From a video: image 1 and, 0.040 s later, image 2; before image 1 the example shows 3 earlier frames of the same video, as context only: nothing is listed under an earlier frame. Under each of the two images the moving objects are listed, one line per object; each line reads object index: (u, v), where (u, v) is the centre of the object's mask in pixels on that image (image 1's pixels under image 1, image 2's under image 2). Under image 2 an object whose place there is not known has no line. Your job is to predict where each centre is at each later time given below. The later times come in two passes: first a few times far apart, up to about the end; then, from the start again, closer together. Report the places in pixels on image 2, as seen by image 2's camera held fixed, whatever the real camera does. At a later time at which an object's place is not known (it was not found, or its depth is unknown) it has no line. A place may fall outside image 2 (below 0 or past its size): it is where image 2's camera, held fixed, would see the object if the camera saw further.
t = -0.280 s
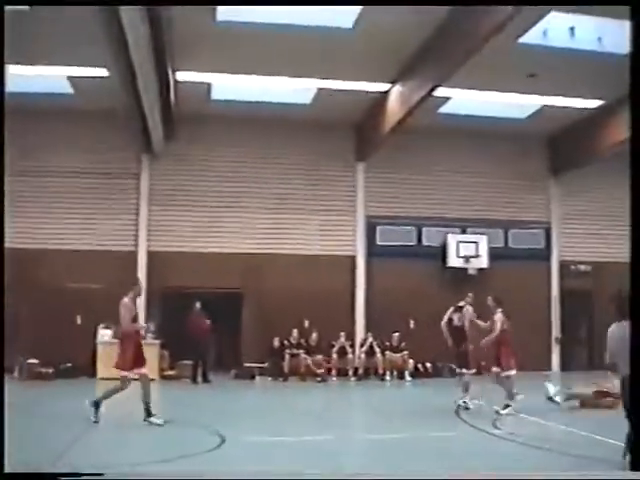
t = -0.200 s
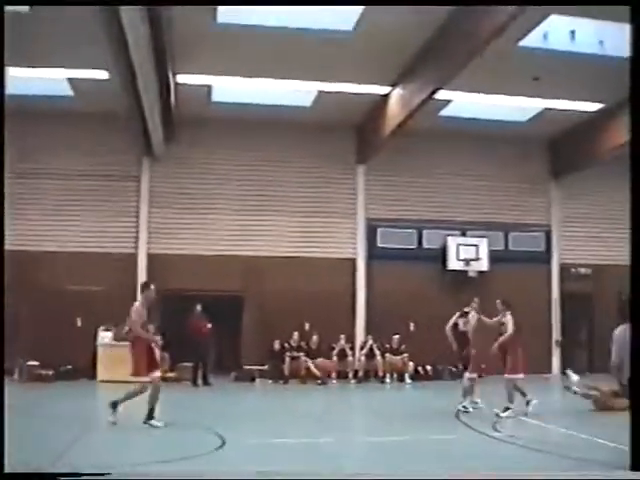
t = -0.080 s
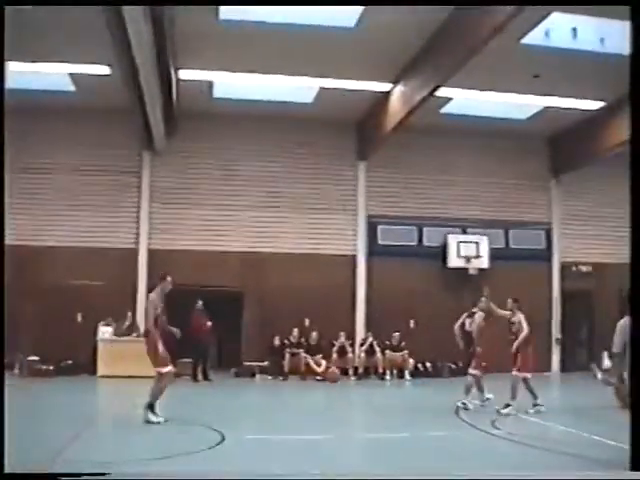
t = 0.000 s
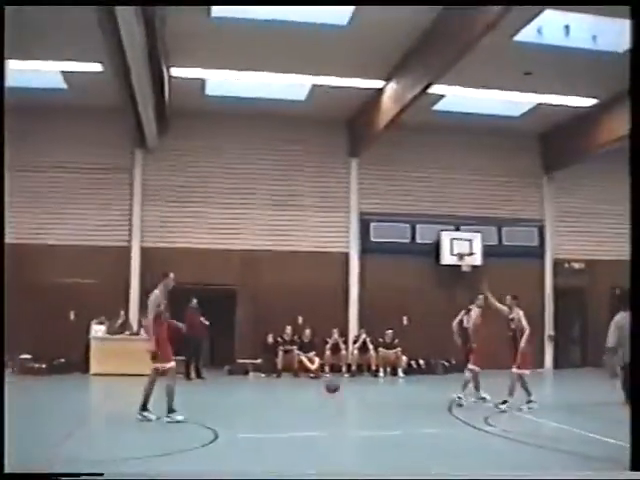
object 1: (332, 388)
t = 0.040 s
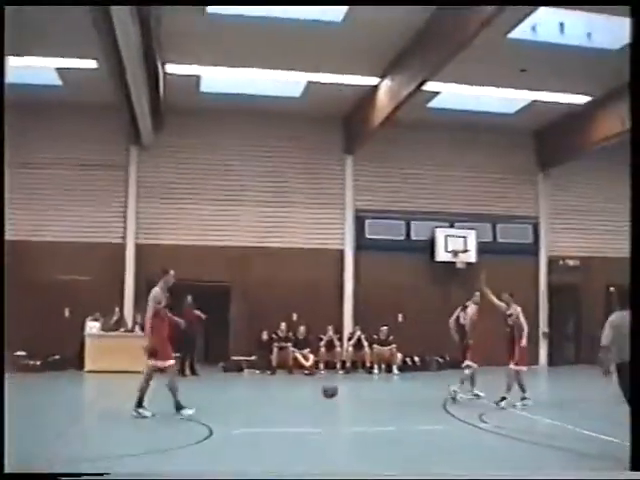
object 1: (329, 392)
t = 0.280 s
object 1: (346, 380)
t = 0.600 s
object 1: (368, 388)
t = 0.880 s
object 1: (387, 390)
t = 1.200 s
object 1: (409, 401)
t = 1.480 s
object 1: (427, 404)
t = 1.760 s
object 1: (447, 406)
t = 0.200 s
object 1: (341, 388)
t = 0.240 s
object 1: (343, 384)
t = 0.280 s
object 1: (346, 380)
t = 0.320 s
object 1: (349, 376)
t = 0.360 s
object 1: (352, 374)
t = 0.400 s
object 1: (354, 374)
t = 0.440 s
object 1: (357, 374)
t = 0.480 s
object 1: (359, 376)
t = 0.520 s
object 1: (363, 379)
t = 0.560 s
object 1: (366, 382)
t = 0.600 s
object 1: (368, 388)
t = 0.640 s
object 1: (371, 392)
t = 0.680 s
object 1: (373, 400)
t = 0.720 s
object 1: (375, 402)
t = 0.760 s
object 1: (378, 397)
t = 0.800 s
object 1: (381, 394)
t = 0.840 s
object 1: (384, 391)
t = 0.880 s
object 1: (387, 390)
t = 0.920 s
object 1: (390, 389)
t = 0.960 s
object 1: (393, 389)
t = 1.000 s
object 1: (396, 390)
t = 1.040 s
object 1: (398, 392)
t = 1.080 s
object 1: (401, 395)
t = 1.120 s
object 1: (404, 399)
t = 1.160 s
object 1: (406, 404)
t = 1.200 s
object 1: (409, 401)
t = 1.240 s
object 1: (412, 398)
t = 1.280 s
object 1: (414, 397)
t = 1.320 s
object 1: (417, 396)
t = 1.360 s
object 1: (419, 396)
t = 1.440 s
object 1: (425, 400)
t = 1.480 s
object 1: (427, 404)
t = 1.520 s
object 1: (430, 406)
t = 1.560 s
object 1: (433, 403)
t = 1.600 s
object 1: (436, 402)
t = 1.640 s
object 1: (438, 402)
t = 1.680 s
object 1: (441, 402)
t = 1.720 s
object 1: (443, 404)
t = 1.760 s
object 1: (447, 406)
